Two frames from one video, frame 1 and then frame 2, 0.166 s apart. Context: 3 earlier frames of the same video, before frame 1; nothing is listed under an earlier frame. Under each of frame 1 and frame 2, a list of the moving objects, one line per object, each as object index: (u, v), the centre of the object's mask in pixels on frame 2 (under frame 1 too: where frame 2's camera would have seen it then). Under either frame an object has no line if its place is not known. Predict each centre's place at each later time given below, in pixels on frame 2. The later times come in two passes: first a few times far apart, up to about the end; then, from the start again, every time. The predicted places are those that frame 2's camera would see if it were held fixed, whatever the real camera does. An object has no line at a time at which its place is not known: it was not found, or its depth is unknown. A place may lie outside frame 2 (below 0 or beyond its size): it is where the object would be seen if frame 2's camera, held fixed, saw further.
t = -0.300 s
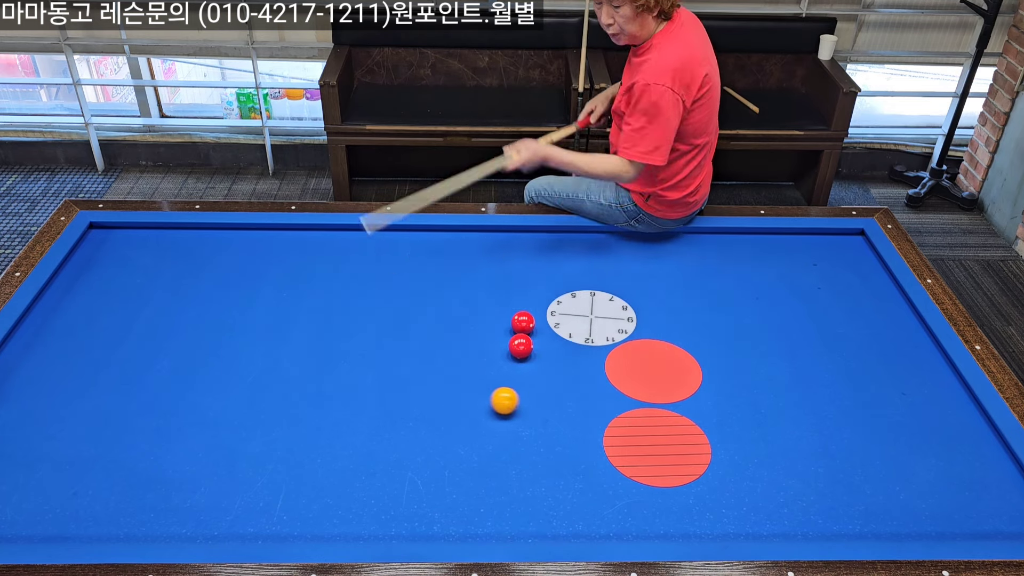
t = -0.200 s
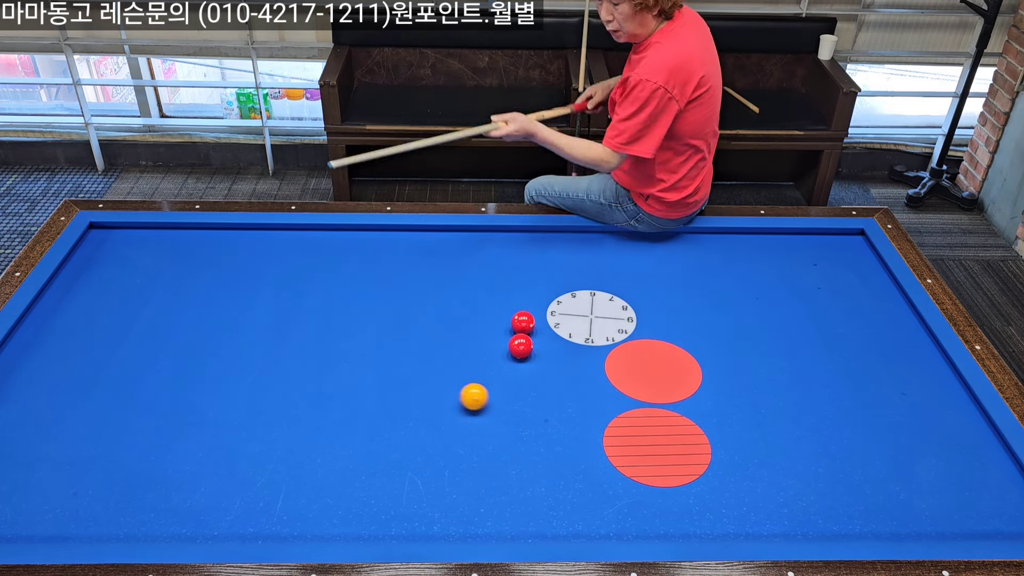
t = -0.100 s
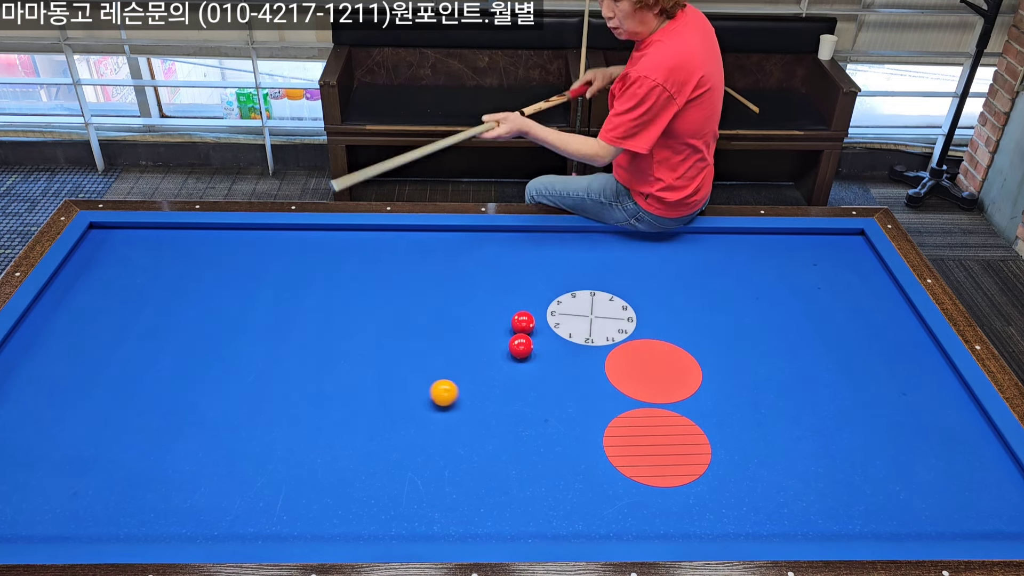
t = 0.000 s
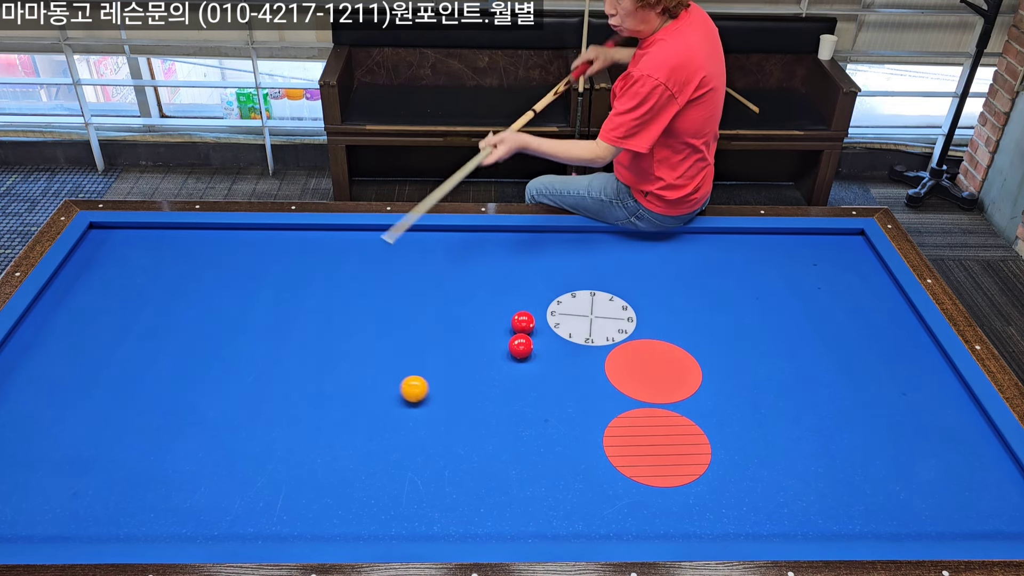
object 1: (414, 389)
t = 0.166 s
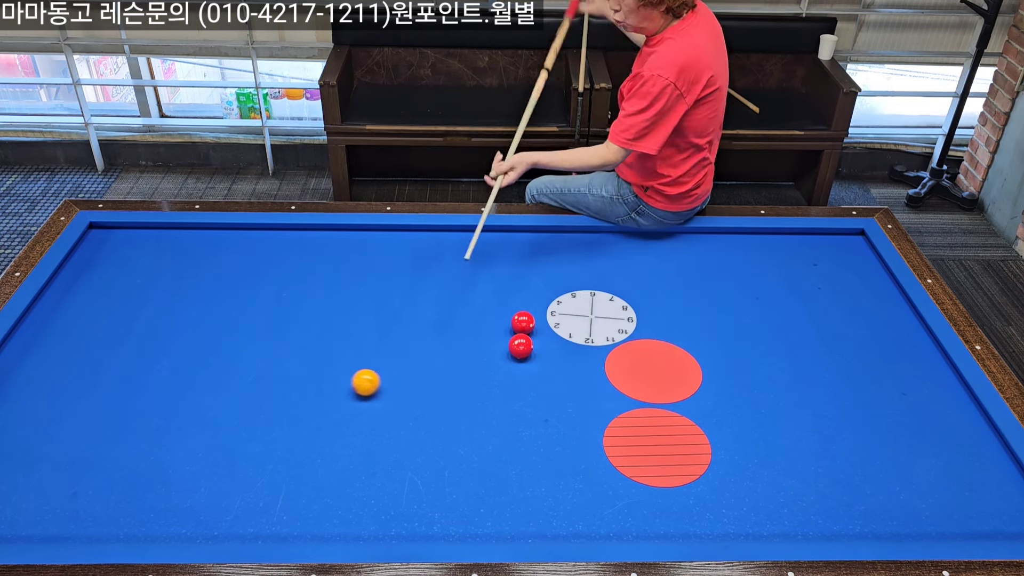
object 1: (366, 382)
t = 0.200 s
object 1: (356, 381)
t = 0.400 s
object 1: (300, 373)
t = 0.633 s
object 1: (236, 365)
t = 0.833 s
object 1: (184, 357)
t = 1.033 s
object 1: (133, 350)
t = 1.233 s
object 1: (83, 344)
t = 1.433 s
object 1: (35, 337)
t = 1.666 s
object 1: (49, 331)
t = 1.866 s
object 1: (81, 328)
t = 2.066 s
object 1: (111, 324)
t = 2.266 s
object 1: (140, 320)
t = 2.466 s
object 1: (168, 316)
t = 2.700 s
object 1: (200, 313)
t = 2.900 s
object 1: (225, 309)
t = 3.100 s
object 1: (250, 306)
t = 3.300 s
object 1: (273, 302)
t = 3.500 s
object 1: (296, 299)
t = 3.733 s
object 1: (320, 296)
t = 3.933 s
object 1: (341, 293)
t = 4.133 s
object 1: (360, 290)
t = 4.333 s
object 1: (379, 288)
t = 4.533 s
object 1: (397, 285)
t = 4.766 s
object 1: (417, 282)
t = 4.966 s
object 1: (433, 280)
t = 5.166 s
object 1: (448, 277)
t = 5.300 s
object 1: (458, 276)
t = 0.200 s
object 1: (356, 381)
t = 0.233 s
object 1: (347, 380)
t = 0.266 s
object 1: (337, 379)
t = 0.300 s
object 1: (328, 377)
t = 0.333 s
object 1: (318, 376)
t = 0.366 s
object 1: (309, 375)
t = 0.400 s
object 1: (300, 373)
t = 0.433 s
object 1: (291, 372)
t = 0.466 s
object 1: (281, 371)
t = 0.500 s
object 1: (272, 370)
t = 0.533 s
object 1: (263, 368)
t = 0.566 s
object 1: (254, 367)
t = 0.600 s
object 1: (245, 366)
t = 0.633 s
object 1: (236, 365)
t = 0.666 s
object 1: (228, 364)
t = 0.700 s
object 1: (219, 362)
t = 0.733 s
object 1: (210, 361)
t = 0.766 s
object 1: (201, 360)
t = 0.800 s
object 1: (192, 359)
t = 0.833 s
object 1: (184, 357)
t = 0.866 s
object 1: (175, 356)
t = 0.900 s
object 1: (166, 355)
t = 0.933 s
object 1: (158, 354)
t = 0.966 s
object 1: (149, 353)
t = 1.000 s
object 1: (141, 352)
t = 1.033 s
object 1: (133, 350)
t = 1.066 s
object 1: (124, 349)
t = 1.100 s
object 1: (116, 348)
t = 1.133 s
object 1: (107, 347)
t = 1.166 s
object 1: (99, 346)
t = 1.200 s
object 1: (91, 345)
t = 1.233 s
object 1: (83, 344)
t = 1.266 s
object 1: (75, 342)
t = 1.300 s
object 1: (67, 341)
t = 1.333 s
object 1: (59, 340)
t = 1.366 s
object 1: (51, 339)
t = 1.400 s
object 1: (43, 338)
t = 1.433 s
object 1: (35, 337)
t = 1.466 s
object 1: (27, 336)
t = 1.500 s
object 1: (19, 335)
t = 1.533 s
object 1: (24, 334)
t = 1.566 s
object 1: (31, 333)
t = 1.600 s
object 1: (38, 333)
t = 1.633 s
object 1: (43, 332)
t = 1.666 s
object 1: (49, 331)
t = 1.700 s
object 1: (54, 331)
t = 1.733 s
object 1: (60, 330)
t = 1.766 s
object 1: (65, 329)
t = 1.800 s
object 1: (70, 329)
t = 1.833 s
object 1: (76, 328)
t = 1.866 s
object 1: (81, 328)
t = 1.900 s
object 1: (86, 327)
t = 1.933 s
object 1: (91, 326)
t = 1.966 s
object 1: (96, 326)
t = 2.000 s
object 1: (101, 325)
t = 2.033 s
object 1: (106, 324)
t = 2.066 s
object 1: (111, 324)
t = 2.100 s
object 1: (116, 323)
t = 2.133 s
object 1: (121, 322)
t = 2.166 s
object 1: (126, 322)
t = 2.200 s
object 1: (131, 321)
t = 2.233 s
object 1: (136, 321)
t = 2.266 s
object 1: (140, 320)
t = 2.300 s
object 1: (145, 319)
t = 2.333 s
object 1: (150, 319)
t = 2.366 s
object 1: (155, 318)
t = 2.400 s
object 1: (159, 318)
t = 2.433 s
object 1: (164, 317)
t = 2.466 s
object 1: (168, 316)
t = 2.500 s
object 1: (173, 316)
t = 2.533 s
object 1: (178, 315)
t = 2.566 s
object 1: (182, 315)
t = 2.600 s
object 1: (187, 314)
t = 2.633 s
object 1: (191, 314)
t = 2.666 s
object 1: (195, 313)
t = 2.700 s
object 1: (200, 313)
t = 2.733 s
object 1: (204, 312)
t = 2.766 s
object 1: (209, 311)
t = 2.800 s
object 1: (213, 311)
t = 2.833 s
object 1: (217, 310)
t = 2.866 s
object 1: (221, 310)
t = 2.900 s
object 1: (225, 309)
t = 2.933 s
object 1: (230, 309)
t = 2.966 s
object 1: (234, 308)
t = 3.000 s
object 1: (238, 307)
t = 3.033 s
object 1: (242, 307)
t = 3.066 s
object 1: (246, 306)
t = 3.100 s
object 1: (250, 306)
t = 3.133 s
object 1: (254, 305)
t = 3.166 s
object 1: (258, 305)
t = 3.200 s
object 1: (262, 304)
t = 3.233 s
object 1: (266, 303)
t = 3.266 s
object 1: (269, 303)
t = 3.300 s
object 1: (273, 302)
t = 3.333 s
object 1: (277, 302)
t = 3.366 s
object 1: (281, 302)
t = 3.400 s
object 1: (285, 301)
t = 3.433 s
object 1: (288, 301)
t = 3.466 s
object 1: (292, 300)
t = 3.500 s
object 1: (296, 299)
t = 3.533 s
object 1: (299, 299)
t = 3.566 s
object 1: (303, 298)
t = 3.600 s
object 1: (307, 298)
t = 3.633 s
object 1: (310, 297)
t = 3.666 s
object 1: (314, 297)
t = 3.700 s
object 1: (317, 296)
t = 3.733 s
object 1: (320, 296)
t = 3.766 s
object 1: (324, 296)
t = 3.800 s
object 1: (327, 295)
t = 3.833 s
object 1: (331, 294)
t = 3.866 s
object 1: (334, 294)
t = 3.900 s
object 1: (337, 294)
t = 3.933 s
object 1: (341, 293)
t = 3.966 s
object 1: (344, 293)
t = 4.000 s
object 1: (347, 292)
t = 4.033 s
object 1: (351, 292)
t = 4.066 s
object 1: (354, 291)
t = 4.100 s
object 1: (357, 291)
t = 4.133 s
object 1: (360, 290)
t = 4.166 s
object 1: (364, 290)
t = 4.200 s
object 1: (367, 289)
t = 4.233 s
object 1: (370, 289)
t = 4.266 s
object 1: (373, 289)
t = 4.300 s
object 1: (376, 288)
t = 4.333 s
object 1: (379, 288)
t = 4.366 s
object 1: (382, 287)
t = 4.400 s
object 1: (385, 287)
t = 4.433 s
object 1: (388, 286)
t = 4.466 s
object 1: (391, 286)
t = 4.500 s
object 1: (394, 286)
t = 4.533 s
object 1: (397, 285)
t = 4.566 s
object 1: (400, 285)
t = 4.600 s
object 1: (403, 284)
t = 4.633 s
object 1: (406, 284)
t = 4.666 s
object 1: (408, 283)
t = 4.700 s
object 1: (411, 283)
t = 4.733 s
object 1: (414, 282)
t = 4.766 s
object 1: (417, 282)
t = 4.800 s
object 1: (420, 282)
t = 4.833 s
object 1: (422, 281)
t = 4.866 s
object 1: (425, 281)
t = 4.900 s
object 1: (428, 280)
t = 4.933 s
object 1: (430, 280)
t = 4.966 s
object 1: (433, 280)
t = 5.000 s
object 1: (435, 279)
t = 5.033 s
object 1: (438, 279)
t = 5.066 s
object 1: (441, 279)
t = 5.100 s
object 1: (443, 278)
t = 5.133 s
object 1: (446, 278)
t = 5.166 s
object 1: (448, 277)
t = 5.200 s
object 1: (450, 277)
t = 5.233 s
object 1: (453, 277)
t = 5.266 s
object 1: (455, 276)
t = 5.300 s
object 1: (458, 276)
